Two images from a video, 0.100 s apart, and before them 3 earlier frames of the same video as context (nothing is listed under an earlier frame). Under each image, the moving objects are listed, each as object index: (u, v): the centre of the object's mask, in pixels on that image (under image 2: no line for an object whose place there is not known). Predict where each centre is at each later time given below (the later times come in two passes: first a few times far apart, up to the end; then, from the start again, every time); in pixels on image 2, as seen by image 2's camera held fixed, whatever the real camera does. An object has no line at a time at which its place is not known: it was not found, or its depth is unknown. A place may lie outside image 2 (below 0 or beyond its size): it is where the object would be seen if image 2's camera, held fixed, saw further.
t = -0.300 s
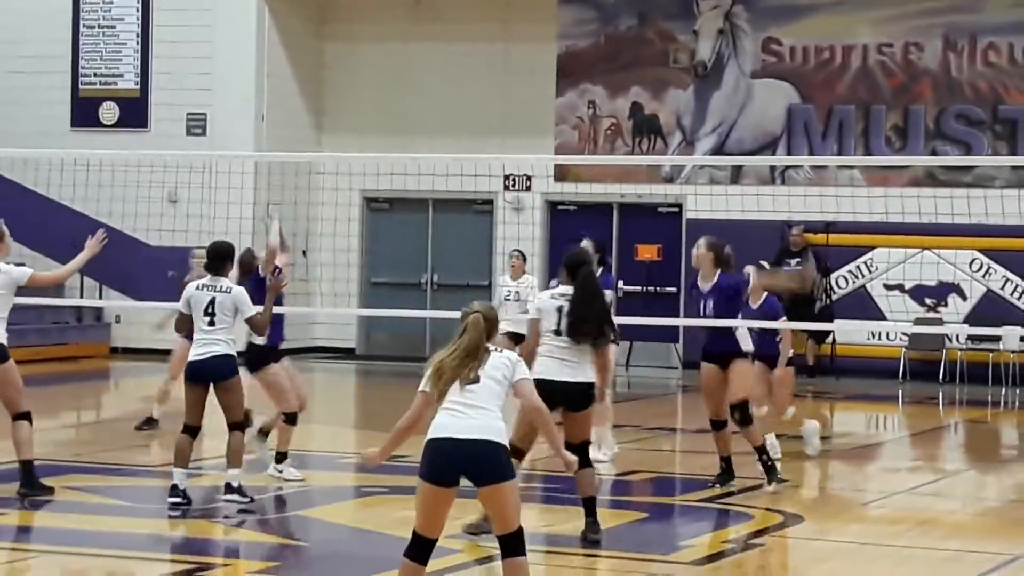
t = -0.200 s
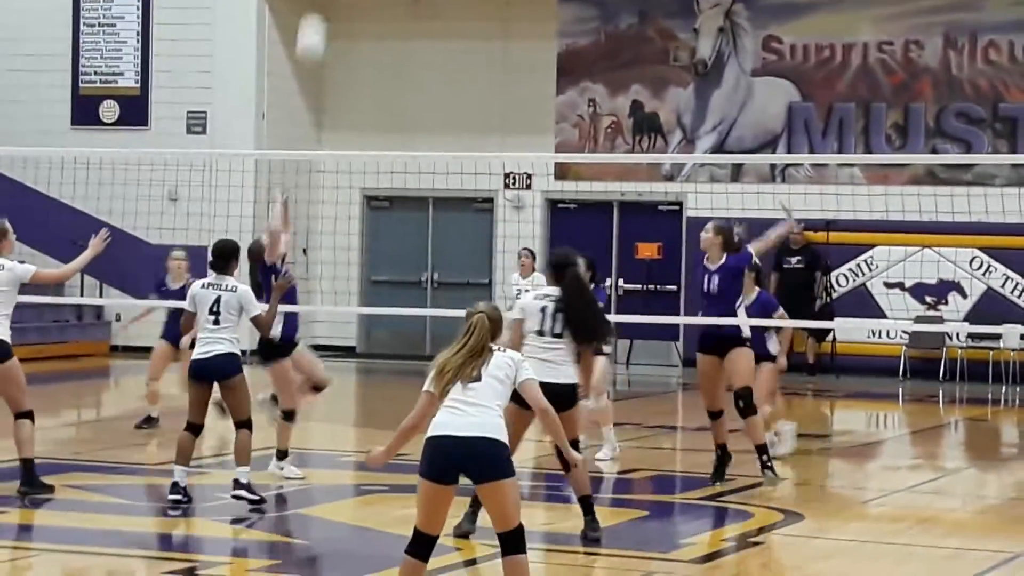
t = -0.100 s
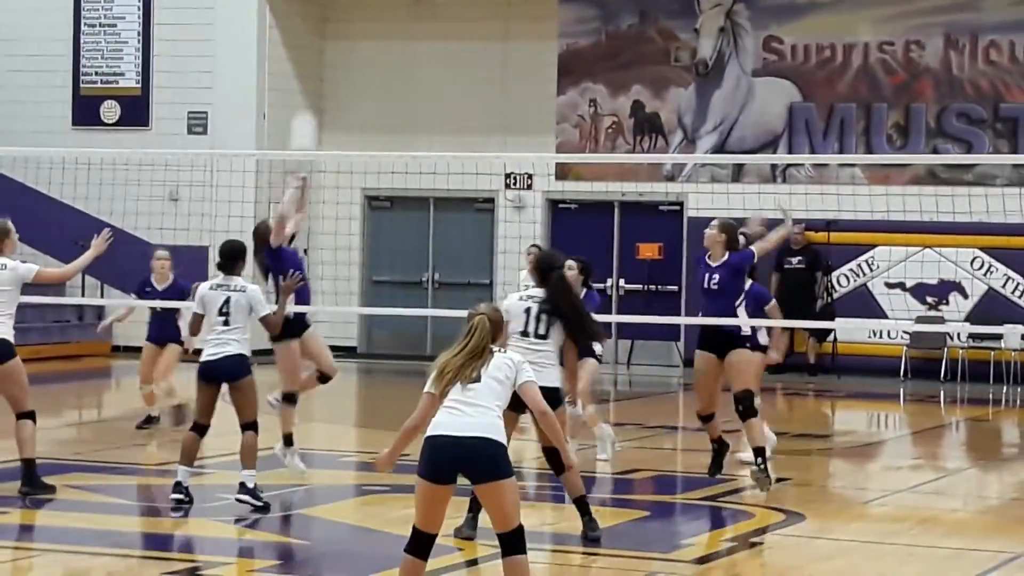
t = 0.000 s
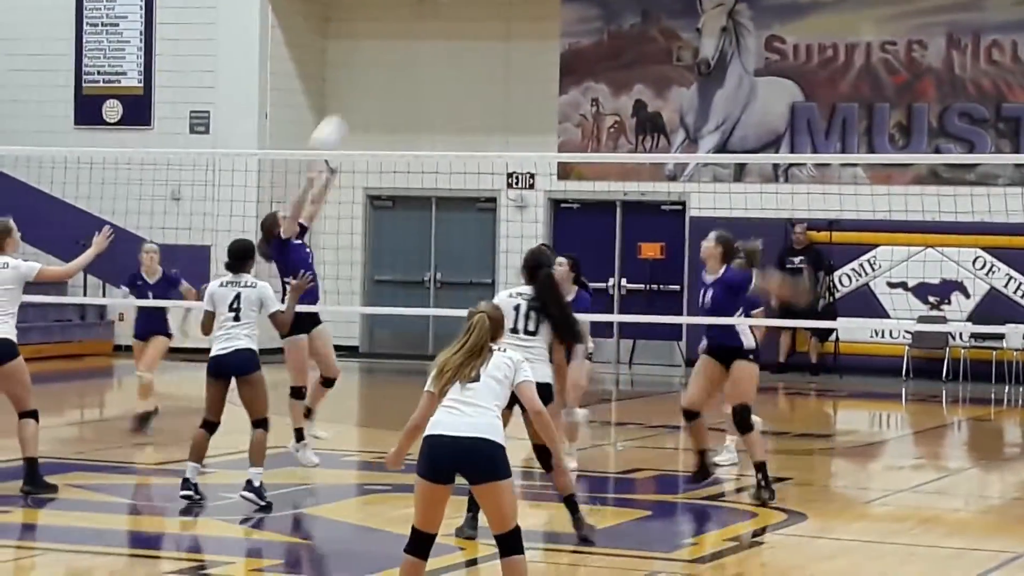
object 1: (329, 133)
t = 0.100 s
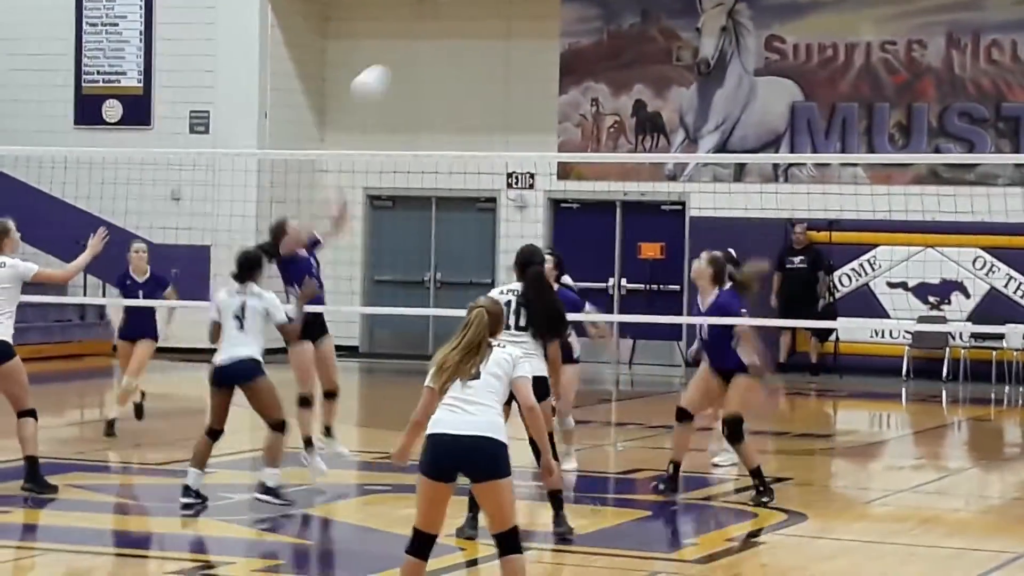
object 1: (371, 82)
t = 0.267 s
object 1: (444, 26)
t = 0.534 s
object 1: (558, 24)
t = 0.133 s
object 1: (385, 67)
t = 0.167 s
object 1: (400, 55)
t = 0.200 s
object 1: (414, 43)
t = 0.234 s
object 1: (430, 34)
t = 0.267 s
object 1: (444, 26)
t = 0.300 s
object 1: (459, 21)
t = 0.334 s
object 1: (472, 18)
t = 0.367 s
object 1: (487, 15)
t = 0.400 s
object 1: (501, 13)
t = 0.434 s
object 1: (515, 13)
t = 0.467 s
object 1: (530, 14)
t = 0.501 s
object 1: (545, 18)
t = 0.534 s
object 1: (558, 24)
